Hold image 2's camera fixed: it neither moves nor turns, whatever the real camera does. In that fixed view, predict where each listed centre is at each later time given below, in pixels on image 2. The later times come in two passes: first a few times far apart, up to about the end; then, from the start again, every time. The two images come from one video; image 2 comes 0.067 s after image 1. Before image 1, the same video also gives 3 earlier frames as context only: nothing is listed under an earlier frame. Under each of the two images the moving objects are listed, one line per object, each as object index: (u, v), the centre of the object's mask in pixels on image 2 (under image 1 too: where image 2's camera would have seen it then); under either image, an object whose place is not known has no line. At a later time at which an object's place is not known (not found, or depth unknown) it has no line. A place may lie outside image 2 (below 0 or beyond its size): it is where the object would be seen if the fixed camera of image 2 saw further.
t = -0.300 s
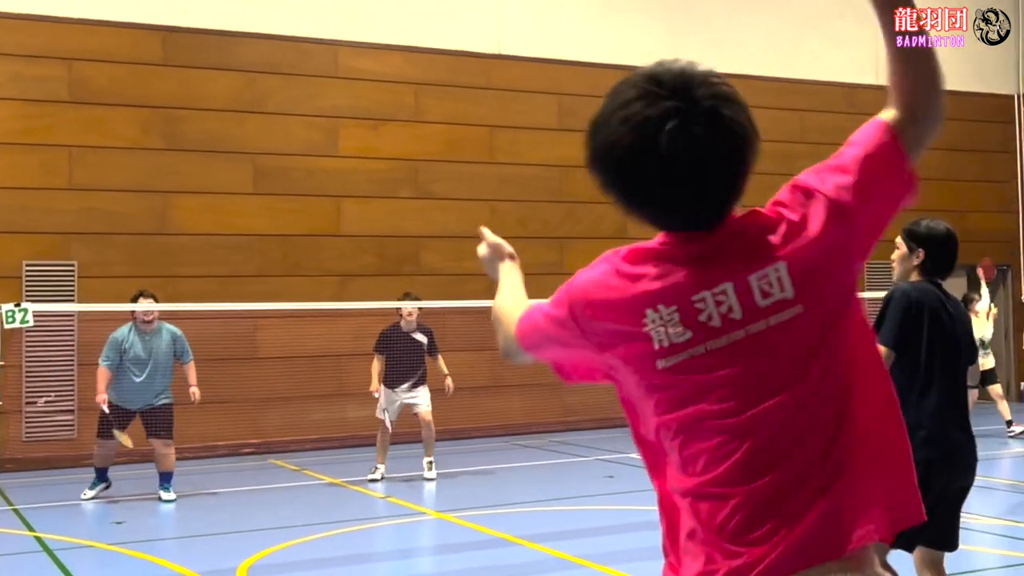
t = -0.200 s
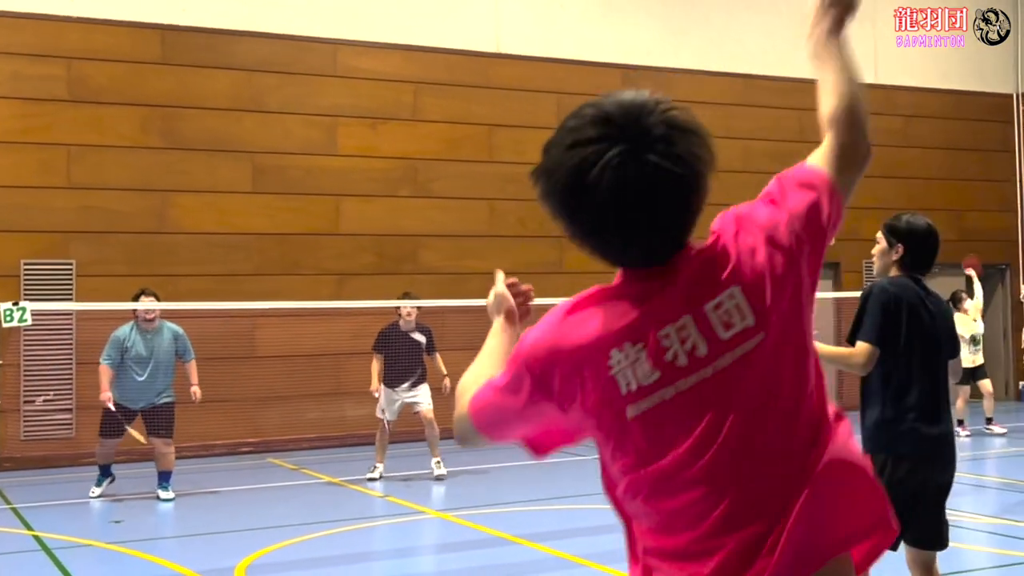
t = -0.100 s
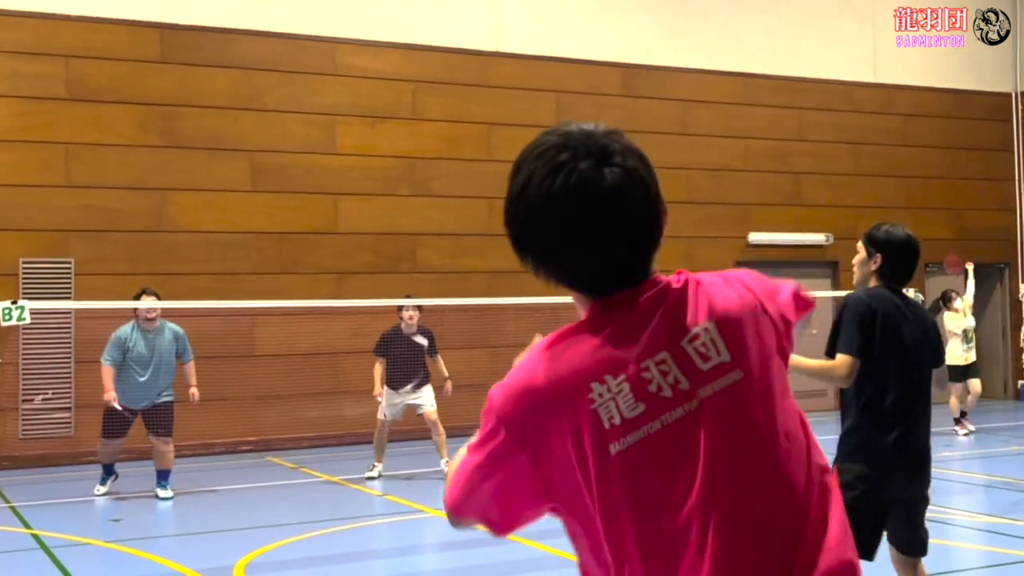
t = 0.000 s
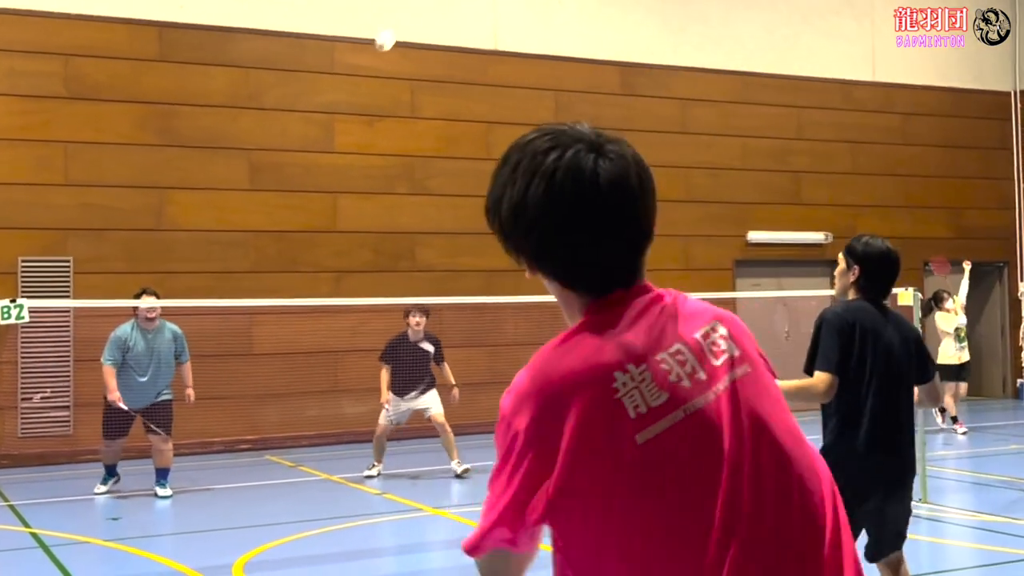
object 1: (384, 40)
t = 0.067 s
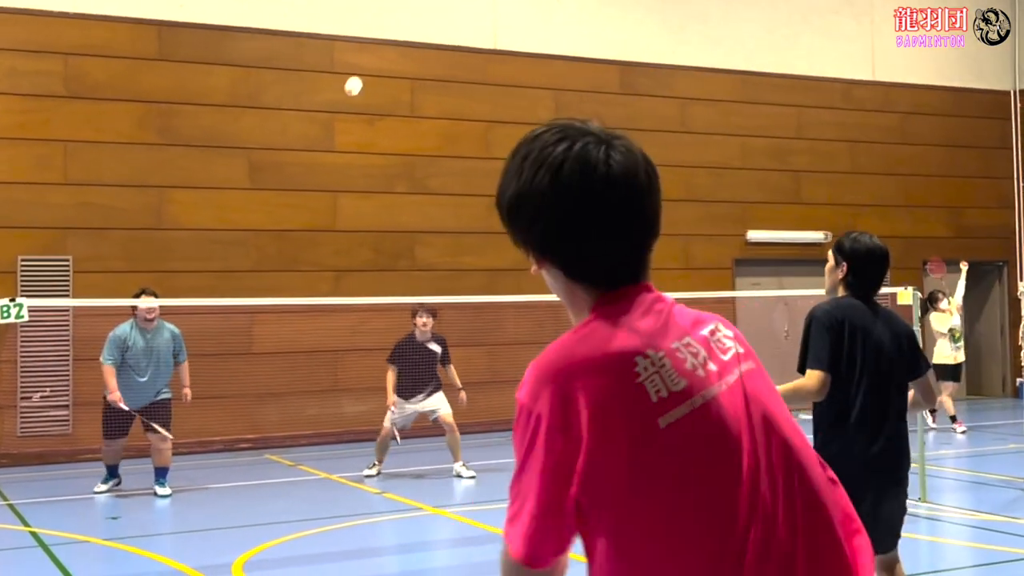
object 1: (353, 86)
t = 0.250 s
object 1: (304, 198)
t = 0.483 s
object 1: (276, 337)
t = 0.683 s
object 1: (263, 464)
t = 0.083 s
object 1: (346, 97)
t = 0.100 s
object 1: (341, 107)
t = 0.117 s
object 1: (335, 118)
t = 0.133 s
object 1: (330, 129)
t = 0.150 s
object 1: (326, 138)
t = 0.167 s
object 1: (322, 148)
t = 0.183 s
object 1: (317, 158)
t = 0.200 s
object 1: (313, 169)
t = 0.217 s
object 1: (310, 179)
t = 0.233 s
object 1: (307, 188)
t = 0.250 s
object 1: (304, 198)
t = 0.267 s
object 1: (301, 207)
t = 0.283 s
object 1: (298, 217)
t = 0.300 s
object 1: (296, 227)
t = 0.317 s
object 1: (294, 237)
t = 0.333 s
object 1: (291, 247)
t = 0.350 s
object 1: (289, 257)
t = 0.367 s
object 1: (288, 267)
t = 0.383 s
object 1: (286, 276)
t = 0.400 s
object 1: (284, 286)
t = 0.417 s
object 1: (282, 296)
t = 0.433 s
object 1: (281, 308)
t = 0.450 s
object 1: (279, 317)
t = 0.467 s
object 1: (278, 327)
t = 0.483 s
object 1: (276, 337)
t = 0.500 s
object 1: (275, 347)
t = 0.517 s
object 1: (274, 358)
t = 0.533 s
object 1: (273, 368)
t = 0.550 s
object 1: (271, 379)
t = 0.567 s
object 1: (270, 389)
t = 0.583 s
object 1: (269, 400)
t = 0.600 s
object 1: (268, 411)
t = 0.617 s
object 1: (267, 421)
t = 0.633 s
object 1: (266, 432)
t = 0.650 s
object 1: (265, 442)
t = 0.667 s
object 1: (264, 453)
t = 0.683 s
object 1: (263, 464)
